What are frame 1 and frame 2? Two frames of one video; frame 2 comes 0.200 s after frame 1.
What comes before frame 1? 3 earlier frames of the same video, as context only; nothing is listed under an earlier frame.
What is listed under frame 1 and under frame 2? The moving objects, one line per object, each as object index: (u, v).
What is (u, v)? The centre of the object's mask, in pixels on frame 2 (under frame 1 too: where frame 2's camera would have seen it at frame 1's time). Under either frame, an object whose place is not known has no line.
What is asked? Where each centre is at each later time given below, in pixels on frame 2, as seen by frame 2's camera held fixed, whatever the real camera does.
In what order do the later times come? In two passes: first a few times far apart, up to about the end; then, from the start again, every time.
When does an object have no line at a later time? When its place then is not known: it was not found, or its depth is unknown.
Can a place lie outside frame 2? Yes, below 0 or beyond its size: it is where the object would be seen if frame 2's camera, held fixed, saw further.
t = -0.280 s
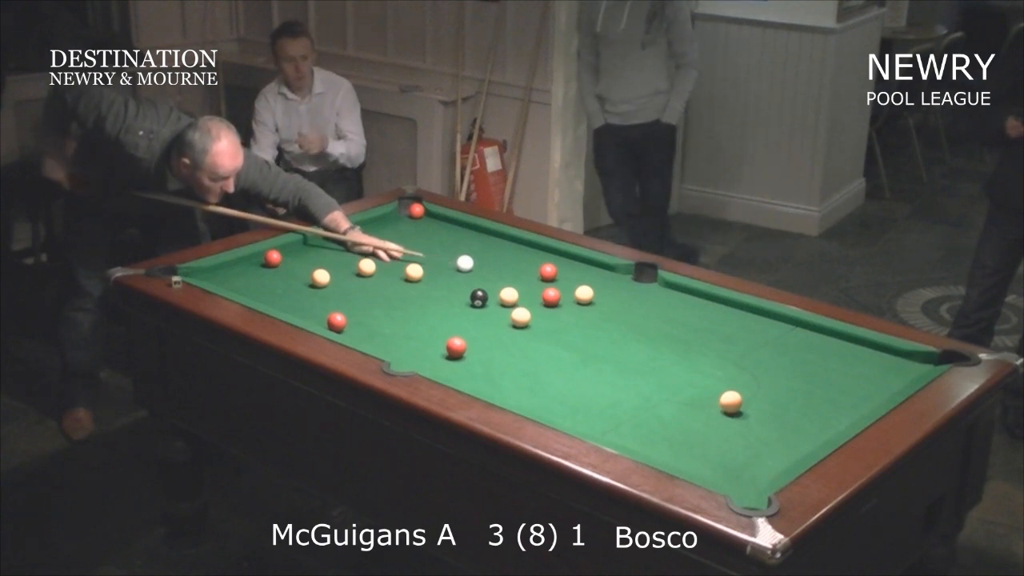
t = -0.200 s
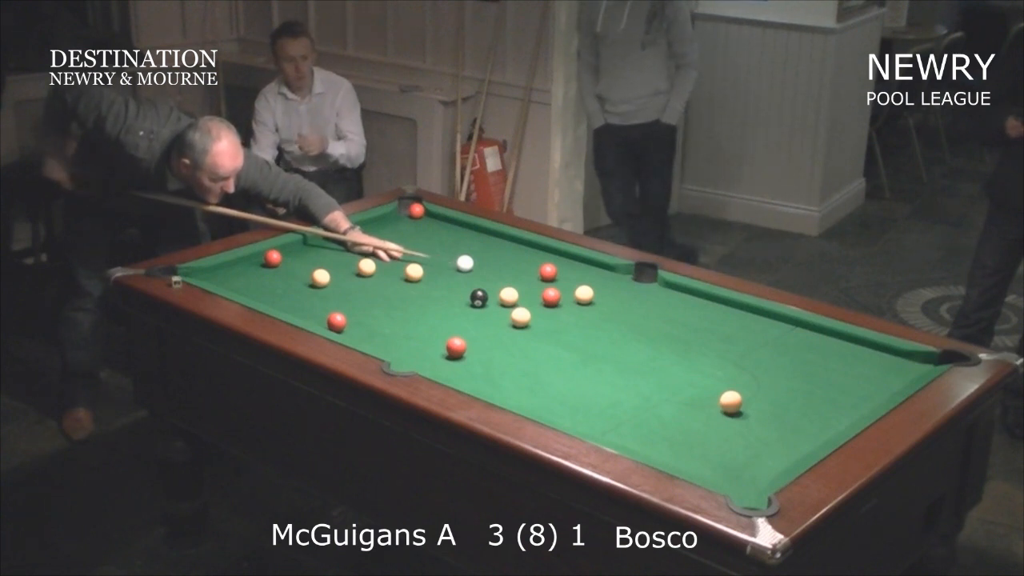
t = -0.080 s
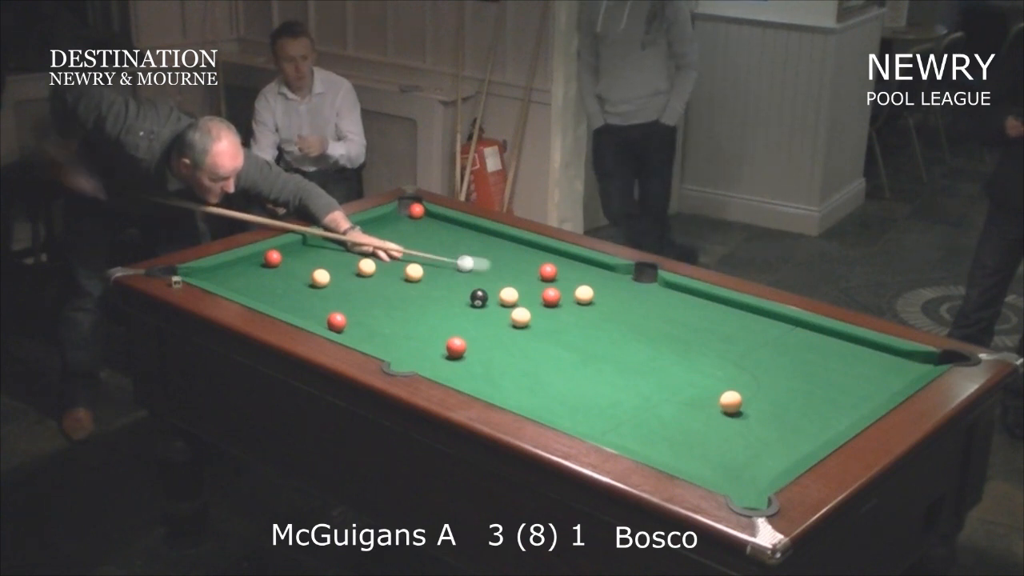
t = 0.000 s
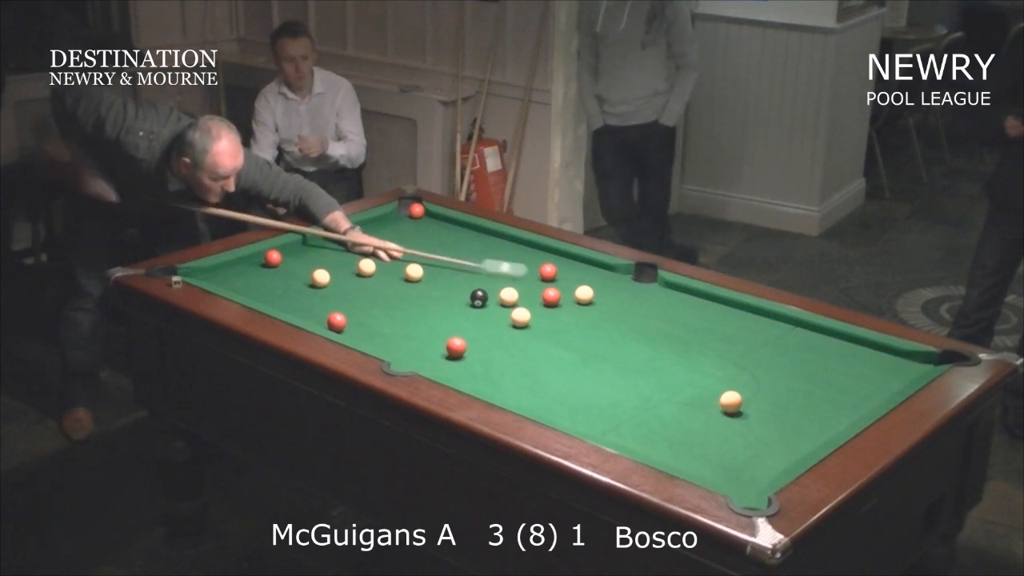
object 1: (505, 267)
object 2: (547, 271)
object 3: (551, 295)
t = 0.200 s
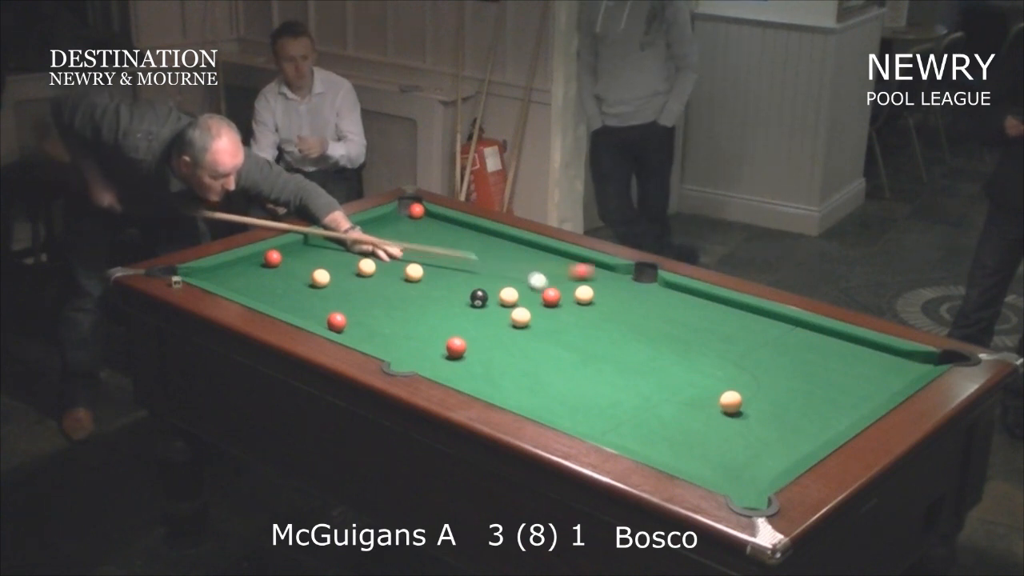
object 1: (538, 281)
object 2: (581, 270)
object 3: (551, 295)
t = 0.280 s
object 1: (543, 285)
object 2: (598, 270)
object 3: (552, 295)
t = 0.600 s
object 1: (559, 291)
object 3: (555, 304)
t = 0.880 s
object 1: (566, 294)
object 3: (559, 313)
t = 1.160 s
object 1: (566, 294)
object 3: (563, 321)
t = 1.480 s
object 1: (566, 294)
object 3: (565, 328)
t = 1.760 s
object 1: (566, 294)
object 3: (566, 332)
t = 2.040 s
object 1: (566, 294)
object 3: (567, 336)
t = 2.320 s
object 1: (566, 294)
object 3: (567, 337)
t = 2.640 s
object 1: (566, 294)
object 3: (568, 338)
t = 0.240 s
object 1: (540, 283)
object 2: (589, 270)
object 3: (551, 295)
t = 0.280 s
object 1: (543, 285)
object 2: (598, 270)
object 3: (552, 295)
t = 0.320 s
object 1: (545, 286)
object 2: (605, 270)
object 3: (552, 295)
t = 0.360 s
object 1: (548, 287)
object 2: (614, 270)
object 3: (552, 296)
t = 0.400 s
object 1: (550, 288)
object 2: (622, 270)
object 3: (553, 297)
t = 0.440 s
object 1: (552, 289)
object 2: (630, 270)
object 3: (553, 299)
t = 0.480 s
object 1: (554, 288)
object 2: (637, 272)
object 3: (553, 300)
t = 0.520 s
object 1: (556, 289)
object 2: (642, 274)
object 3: (554, 301)
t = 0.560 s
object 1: (557, 290)
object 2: (646, 278)
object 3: (555, 303)
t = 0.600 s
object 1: (559, 291)
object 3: (555, 304)
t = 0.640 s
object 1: (560, 291)
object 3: (556, 306)
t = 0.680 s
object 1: (562, 292)
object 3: (557, 307)
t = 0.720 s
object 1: (563, 292)
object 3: (557, 308)
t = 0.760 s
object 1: (564, 292)
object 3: (558, 310)
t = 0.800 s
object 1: (565, 293)
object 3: (558, 311)
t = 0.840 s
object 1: (566, 294)
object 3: (559, 312)
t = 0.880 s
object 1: (566, 294)
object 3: (559, 313)
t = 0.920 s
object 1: (566, 294)
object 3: (560, 314)
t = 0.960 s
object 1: (566, 294)
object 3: (560, 316)
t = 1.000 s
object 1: (566, 294)
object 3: (561, 317)
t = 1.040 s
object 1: (566, 294)
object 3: (561, 318)
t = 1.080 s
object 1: (566, 294)
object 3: (562, 319)
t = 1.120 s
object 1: (566, 294)
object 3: (562, 320)
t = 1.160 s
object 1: (566, 294)
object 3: (563, 321)
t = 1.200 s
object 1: (566, 294)
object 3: (563, 322)
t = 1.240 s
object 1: (566, 294)
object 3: (563, 323)
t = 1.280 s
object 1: (566, 294)
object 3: (564, 324)
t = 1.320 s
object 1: (566, 294)
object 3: (564, 324)
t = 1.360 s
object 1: (566, 294)
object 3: (564, 325)
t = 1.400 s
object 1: (566, 294)
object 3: (565, 326)
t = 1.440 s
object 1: (566, 294)
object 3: (565, 327)
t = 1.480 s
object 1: (566, 294)
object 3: (565, 328)
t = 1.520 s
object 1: (566, 294)
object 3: (565, 329)
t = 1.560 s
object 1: (566, 294)
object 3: (565, 329)
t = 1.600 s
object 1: (566, 294)
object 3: (566, 330)
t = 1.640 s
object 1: (566, 294)
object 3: (566, 330)
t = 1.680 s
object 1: (566, 294)
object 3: (566, 331)
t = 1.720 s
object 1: (566, 294)
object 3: (566, 332)
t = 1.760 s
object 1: (566, 294)
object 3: (566, 332)
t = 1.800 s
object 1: (566, 294)
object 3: (567, 333)
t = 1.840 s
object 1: (566, 294)
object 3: (567, 333)
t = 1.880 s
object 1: (566, 294)
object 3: (567, 334)
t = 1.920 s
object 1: (566, 294)
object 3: (567, 335)
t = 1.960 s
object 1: (566, 294)
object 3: (567, 335)
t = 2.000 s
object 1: (566, 294)
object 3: (567, 336)
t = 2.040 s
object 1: (566, 294)
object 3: (567, 336)
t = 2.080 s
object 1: (566, 294)
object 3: (567, 336)
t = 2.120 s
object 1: (566, 294)
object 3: (567, 337)
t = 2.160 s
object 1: (566, 294)
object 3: (567, 337)
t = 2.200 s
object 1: (566, 294)
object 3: (567, 337)
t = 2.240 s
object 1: (566, 294)
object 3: (567, 337)
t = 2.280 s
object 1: (566, 294)
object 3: (567, 337)
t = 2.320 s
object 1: (566, 294)
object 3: (567, 337)
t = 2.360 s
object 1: (566, 294)
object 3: (567, 337)
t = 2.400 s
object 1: (566, 294)
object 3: (567, 337)
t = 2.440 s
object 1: (566, 294)
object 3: (567, 338)
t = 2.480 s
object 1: (566, 294)
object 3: (567, 338)
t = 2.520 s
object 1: (566, 294)
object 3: (567, 338)
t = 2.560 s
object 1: (566, 294)
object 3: (568, 338)
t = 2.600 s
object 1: (566, 294)
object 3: (568, 338)
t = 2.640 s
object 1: (566, 294)
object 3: (568, 338)
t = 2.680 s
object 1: (566, 294)
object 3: (568, 338)
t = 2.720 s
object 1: (566, 294)
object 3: (568, 338)
